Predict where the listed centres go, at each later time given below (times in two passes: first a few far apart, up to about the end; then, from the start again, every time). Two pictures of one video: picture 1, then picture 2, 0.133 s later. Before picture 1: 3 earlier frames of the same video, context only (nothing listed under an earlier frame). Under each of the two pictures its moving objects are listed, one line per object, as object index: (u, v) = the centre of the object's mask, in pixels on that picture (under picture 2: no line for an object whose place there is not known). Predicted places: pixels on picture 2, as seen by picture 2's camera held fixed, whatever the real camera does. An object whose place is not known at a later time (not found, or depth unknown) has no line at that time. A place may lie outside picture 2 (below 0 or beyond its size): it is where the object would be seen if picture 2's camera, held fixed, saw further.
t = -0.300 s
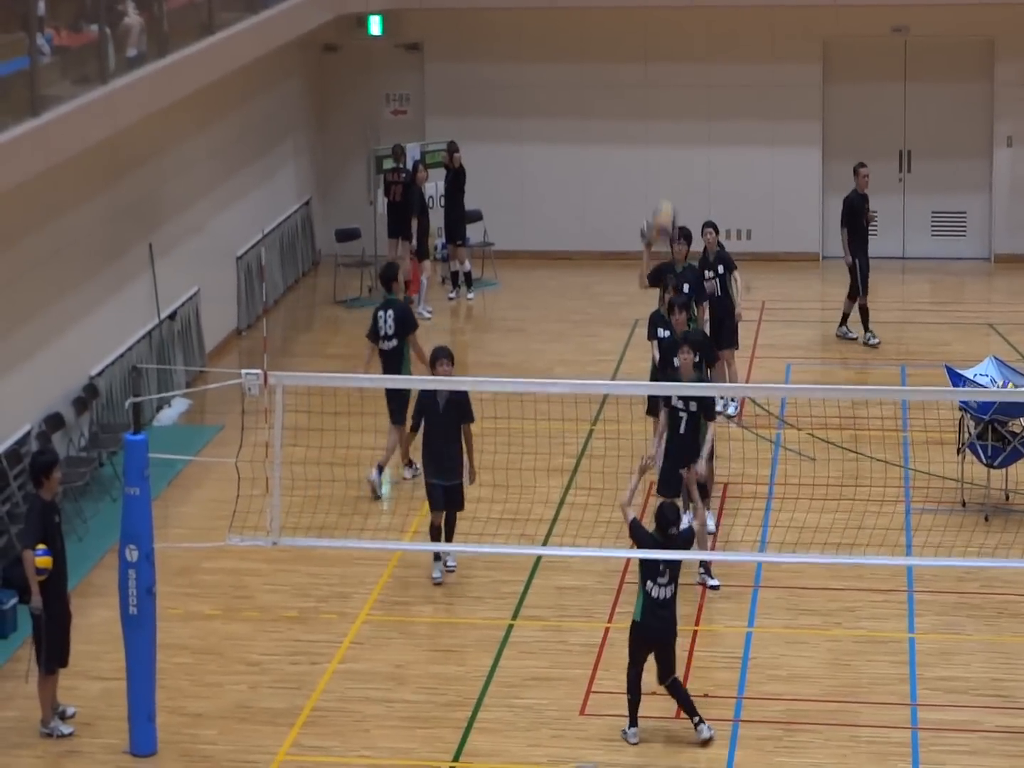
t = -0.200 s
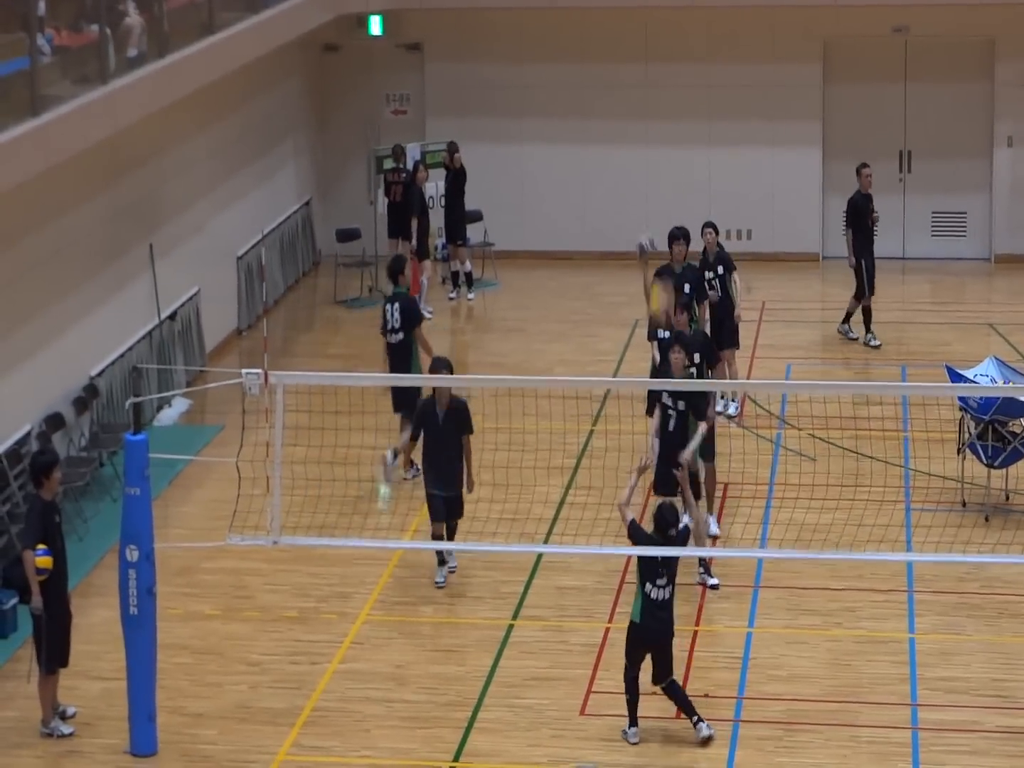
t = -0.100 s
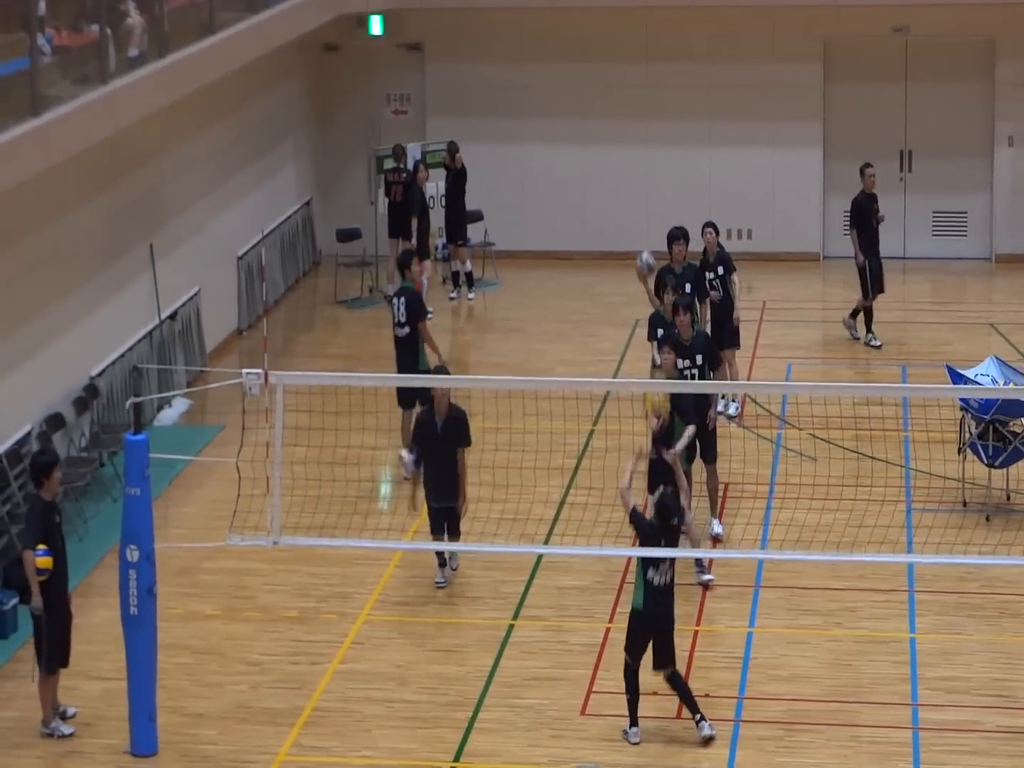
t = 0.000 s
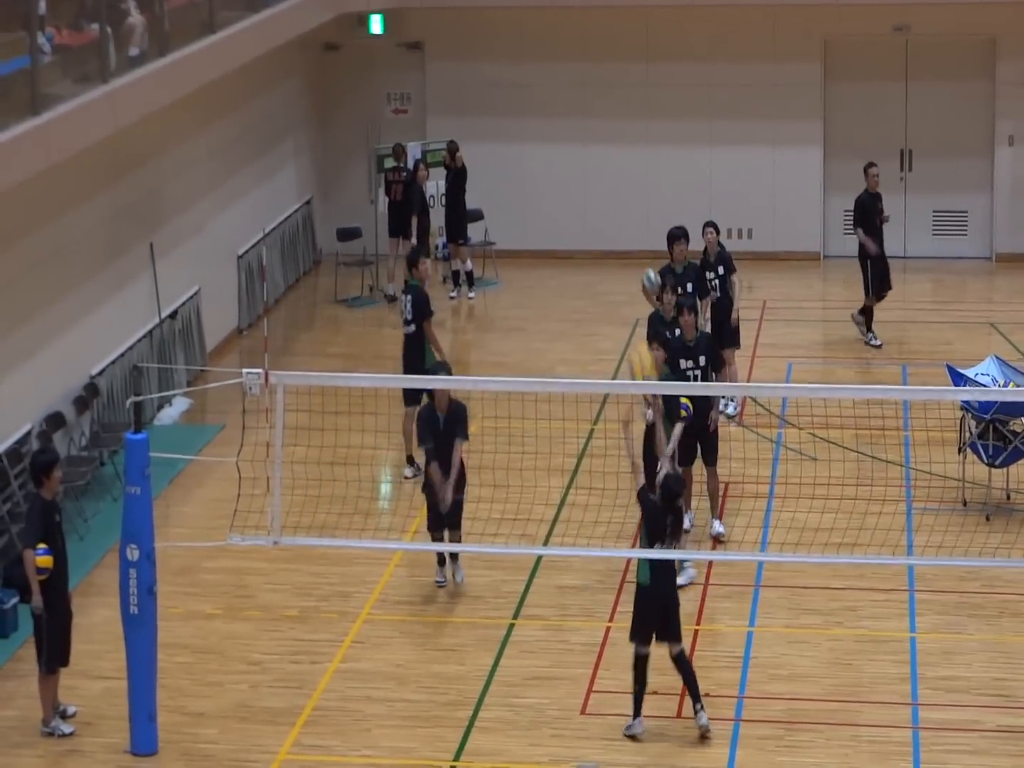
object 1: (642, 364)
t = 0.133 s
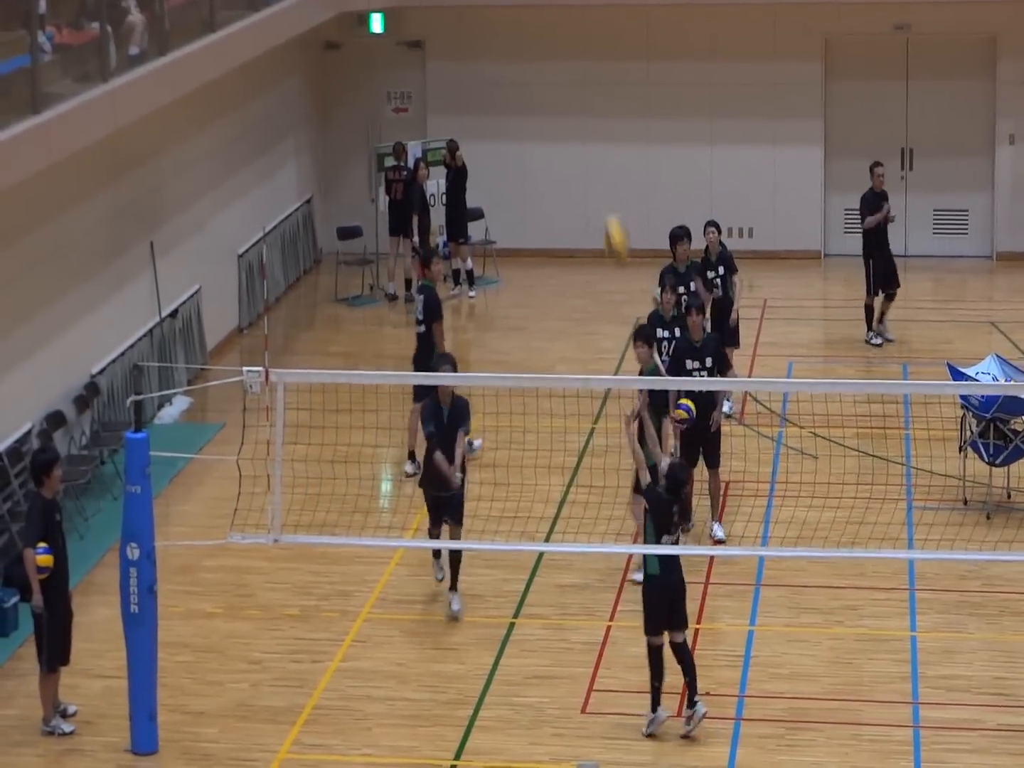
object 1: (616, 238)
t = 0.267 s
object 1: (589, 140)
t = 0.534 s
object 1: (542, 35)
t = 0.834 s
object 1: (493, 60)
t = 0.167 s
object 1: (610, 212)
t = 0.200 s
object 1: (602, 186)
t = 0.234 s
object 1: (595, 161)
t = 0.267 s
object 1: (589, 140)
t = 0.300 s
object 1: (583, 120)
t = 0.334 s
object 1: (578, 101)
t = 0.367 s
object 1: (572, 85)
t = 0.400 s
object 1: (565, 70)
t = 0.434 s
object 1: (559, 60)
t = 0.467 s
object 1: (553, 50)
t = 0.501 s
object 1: (547, 41)
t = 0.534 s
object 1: (542, 35)
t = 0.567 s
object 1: (536, 30)
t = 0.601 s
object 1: (531, 28)
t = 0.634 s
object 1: (525, 27)
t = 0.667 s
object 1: (520, 28)
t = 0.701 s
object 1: (514, 31)
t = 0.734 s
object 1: (509, 36)
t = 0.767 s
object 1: (503, 41)
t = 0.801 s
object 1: (499, 50)
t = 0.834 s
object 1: (493, 60)
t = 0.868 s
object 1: (488, 72)
